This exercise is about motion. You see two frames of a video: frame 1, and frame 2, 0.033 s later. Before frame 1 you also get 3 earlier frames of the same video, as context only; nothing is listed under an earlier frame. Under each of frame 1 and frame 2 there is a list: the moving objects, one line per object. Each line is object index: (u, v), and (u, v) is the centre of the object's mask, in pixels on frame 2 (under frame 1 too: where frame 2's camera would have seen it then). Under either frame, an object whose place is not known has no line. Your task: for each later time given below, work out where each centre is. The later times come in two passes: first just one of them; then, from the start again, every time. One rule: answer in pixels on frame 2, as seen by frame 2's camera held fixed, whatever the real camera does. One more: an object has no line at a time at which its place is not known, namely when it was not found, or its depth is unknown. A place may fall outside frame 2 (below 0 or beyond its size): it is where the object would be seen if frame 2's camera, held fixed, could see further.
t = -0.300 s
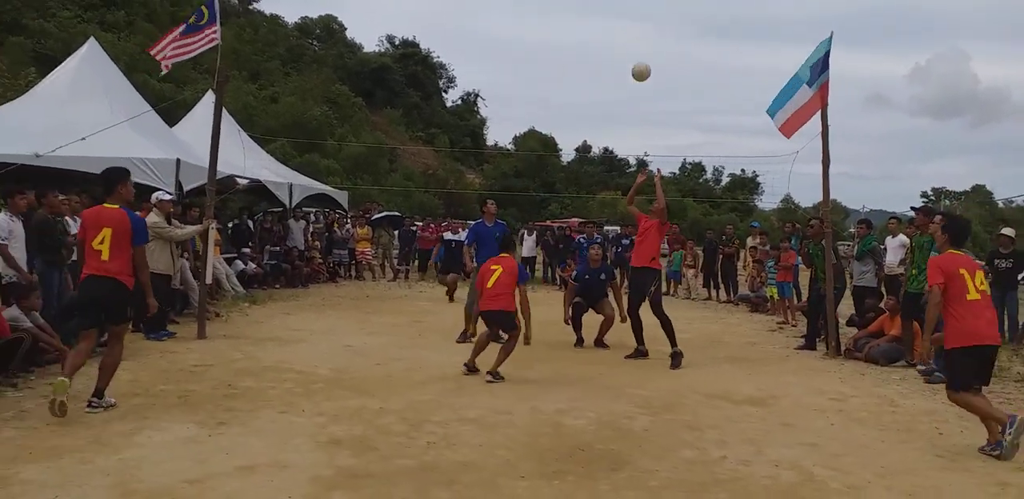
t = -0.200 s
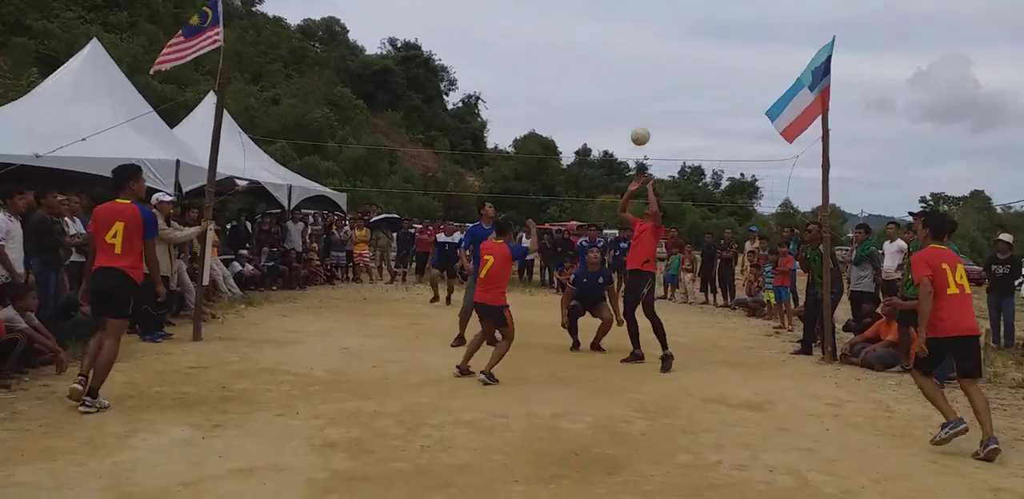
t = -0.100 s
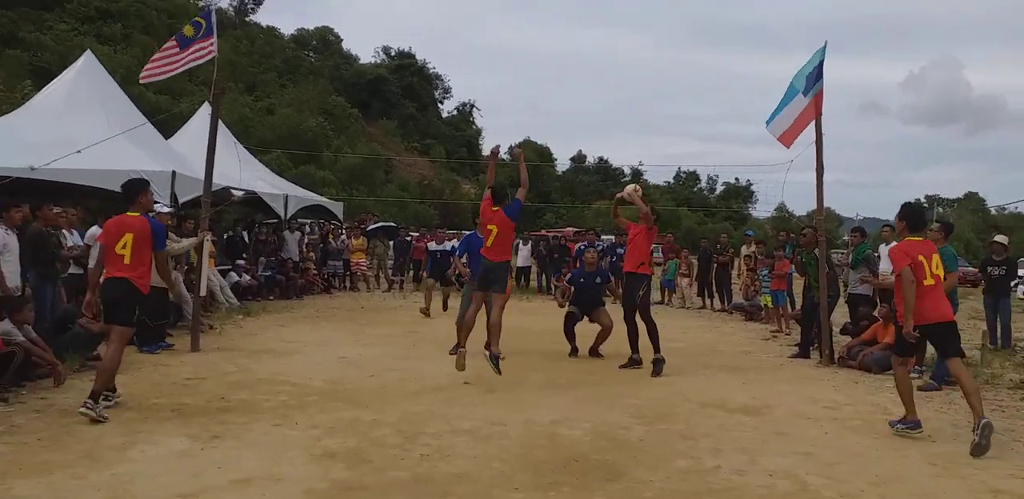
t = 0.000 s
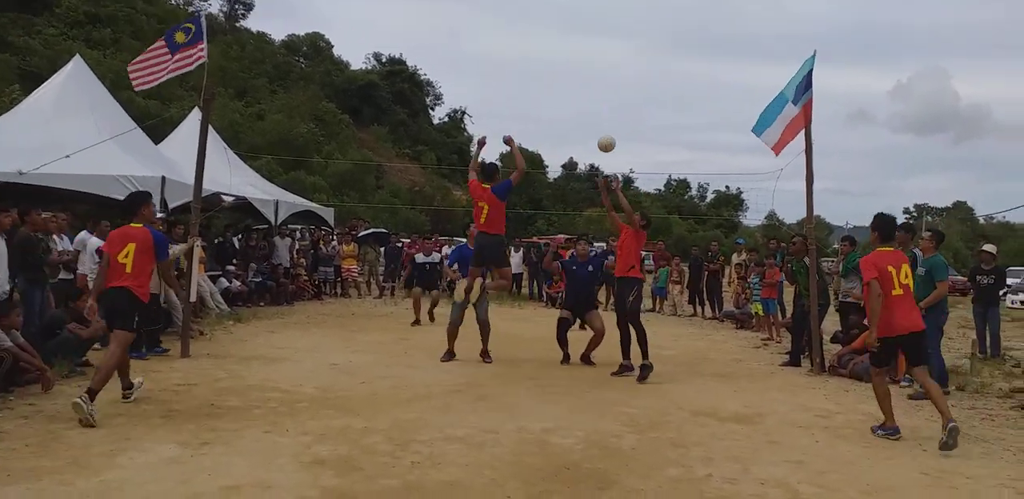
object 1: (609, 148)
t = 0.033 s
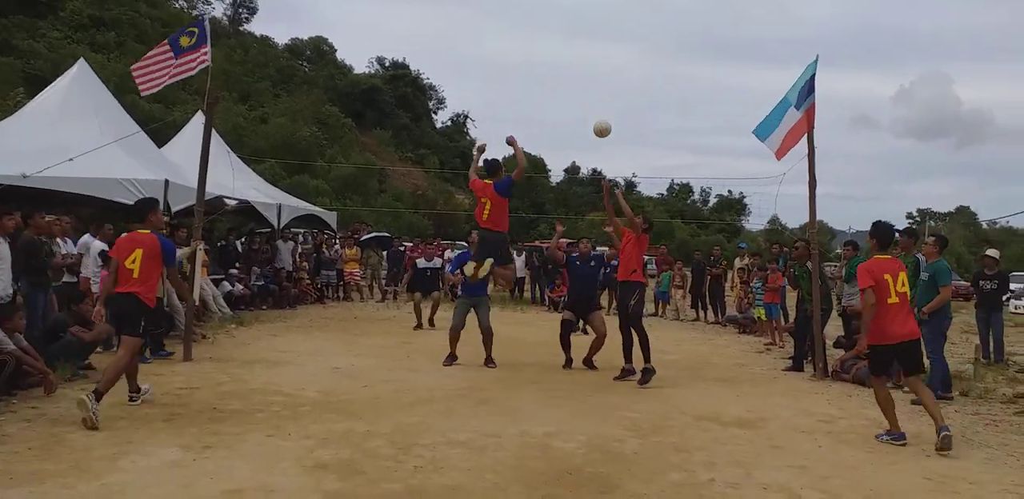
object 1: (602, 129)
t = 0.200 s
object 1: (567, 49)
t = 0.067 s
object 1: (596, 111)
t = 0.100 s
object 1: (589, 95)
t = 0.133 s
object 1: (583, 78)
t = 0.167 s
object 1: (574, 63)
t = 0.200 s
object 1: (567, 49)
